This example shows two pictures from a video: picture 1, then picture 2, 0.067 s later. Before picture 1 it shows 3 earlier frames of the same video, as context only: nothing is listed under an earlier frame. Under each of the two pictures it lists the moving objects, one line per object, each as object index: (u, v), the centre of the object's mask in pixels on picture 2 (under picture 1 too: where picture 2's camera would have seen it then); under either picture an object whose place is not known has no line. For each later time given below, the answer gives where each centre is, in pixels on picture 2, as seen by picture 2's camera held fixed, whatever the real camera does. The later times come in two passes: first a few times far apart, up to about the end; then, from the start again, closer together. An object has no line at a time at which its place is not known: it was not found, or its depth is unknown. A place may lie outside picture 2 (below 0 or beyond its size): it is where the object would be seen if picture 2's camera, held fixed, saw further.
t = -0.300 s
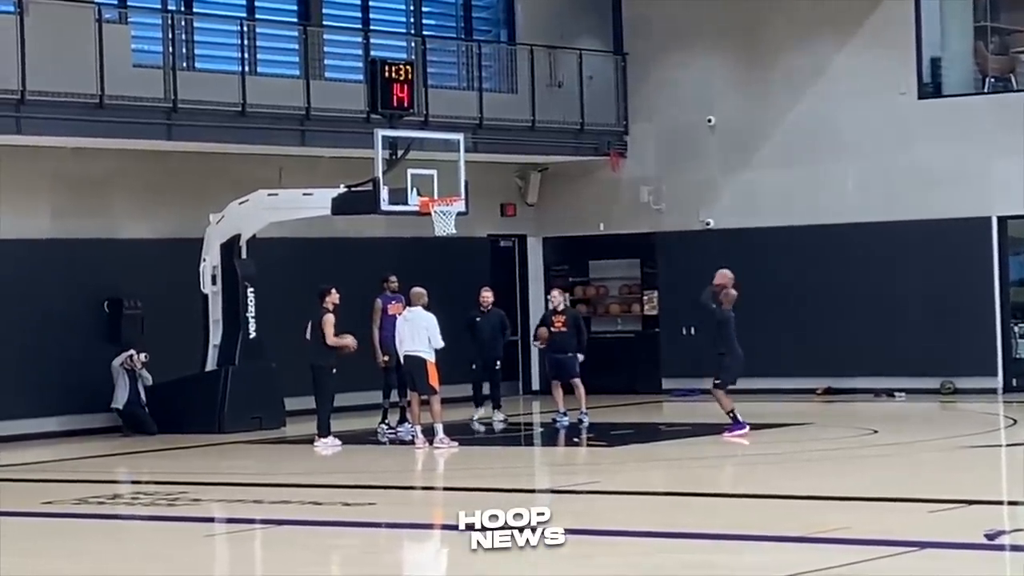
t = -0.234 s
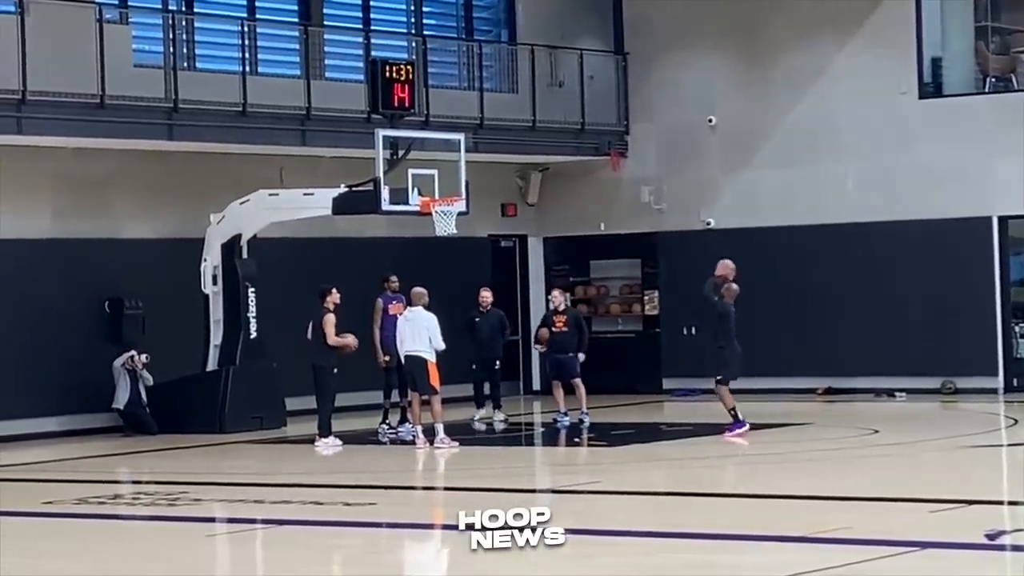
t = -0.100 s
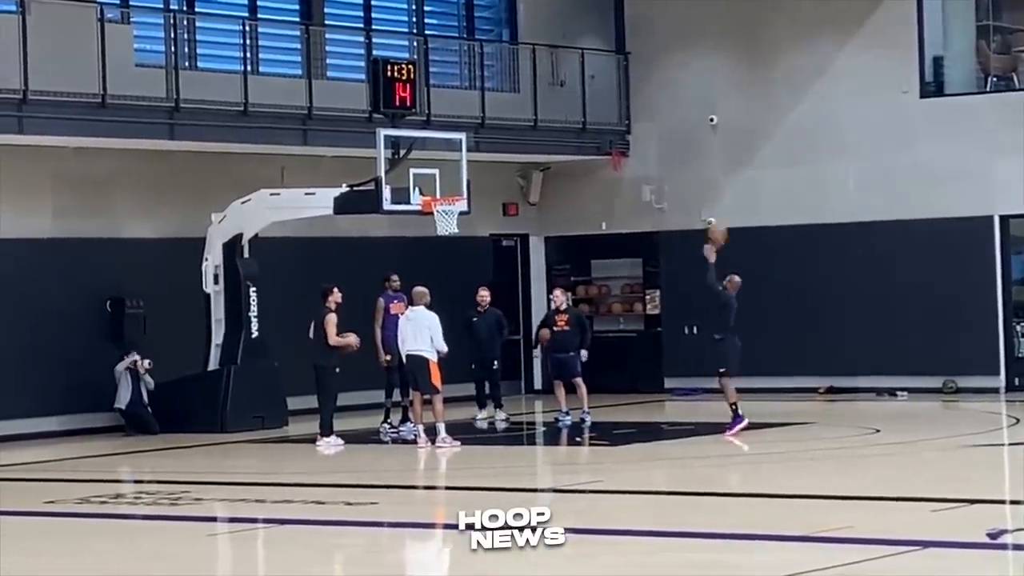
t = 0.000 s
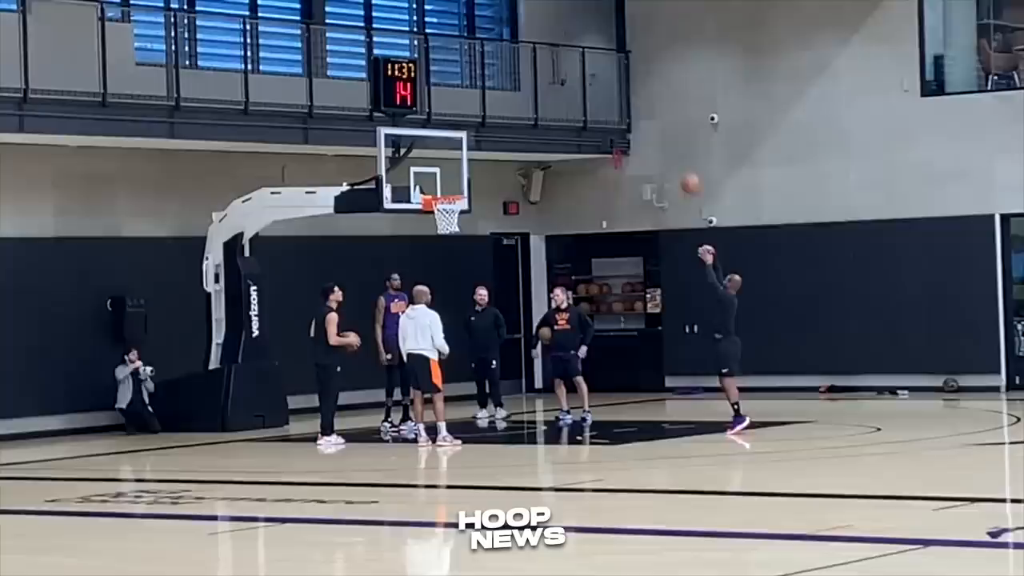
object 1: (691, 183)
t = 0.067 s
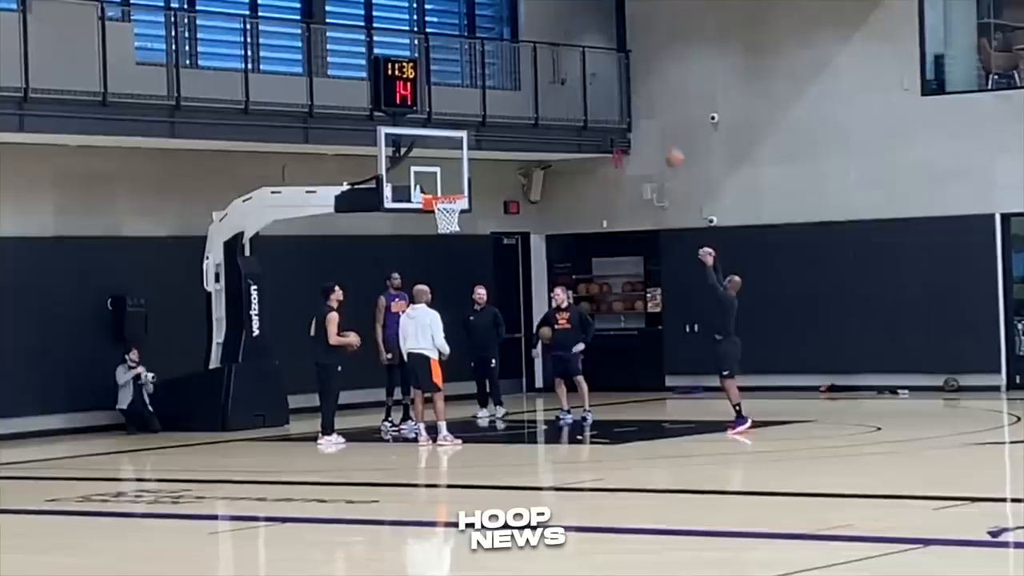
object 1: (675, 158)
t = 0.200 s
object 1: (642, 120)
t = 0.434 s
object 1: (587, 86)
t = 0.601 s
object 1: (552, 88)
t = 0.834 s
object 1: (503, 126)
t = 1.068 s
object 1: (460, 185)
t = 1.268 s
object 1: (442, 168)
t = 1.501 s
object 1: (442, 176)
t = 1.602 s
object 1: (449, 186)
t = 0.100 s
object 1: (666, 147)
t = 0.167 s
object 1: (649, 128)
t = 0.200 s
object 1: (642, 120)
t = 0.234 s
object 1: (634, 112)
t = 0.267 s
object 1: (626, 106)
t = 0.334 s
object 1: (610, 95)
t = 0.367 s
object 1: (602, 90)
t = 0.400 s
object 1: (595, 87)
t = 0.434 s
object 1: (587, 86)
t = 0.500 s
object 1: (572, 84)
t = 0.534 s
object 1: (565, 85)
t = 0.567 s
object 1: (558, 86)
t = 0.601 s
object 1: (552, 88)
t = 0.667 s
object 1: (536, 95)
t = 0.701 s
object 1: (529, 100)
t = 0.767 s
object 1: (517, 110)
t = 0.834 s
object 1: (503, 126)
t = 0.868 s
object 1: (496, 134)
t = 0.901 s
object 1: (488, 144)
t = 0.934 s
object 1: (482, 153)
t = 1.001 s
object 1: (468, 175)
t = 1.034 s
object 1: (464, 187)
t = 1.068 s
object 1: (460, 185)
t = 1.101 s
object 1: (457, 181)
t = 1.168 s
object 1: (451, 172)
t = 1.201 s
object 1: (449, 171)
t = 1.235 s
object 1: (446, 169)
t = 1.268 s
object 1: (442, 168)
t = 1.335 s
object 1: (436, 170)
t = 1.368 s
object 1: (434, 172)
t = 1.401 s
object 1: (435, 171)
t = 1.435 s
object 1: (437, 172)
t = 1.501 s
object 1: (442, 176)
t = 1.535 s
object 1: (445, 178)
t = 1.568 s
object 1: (447, 183)
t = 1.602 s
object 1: (449, 186)
